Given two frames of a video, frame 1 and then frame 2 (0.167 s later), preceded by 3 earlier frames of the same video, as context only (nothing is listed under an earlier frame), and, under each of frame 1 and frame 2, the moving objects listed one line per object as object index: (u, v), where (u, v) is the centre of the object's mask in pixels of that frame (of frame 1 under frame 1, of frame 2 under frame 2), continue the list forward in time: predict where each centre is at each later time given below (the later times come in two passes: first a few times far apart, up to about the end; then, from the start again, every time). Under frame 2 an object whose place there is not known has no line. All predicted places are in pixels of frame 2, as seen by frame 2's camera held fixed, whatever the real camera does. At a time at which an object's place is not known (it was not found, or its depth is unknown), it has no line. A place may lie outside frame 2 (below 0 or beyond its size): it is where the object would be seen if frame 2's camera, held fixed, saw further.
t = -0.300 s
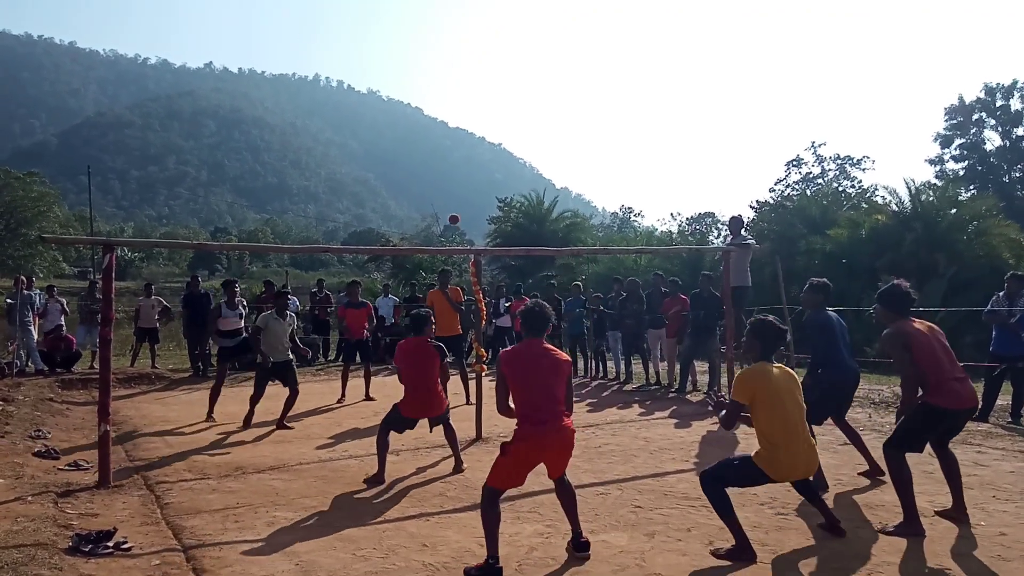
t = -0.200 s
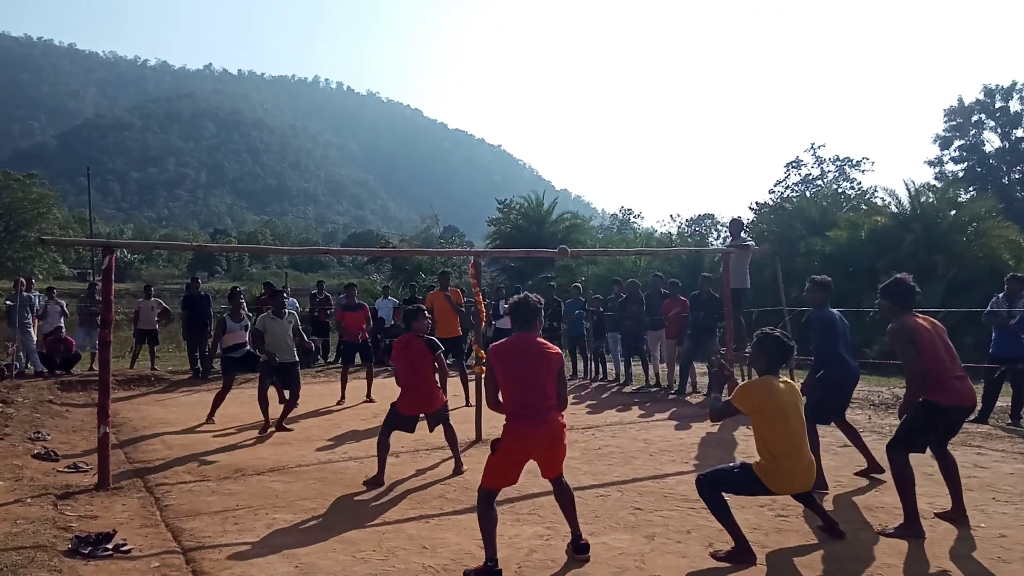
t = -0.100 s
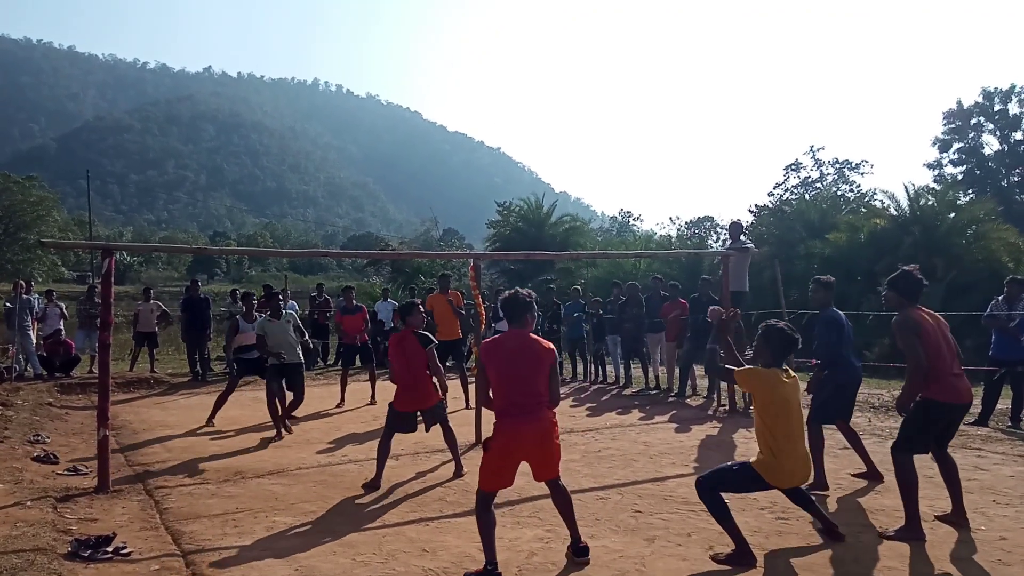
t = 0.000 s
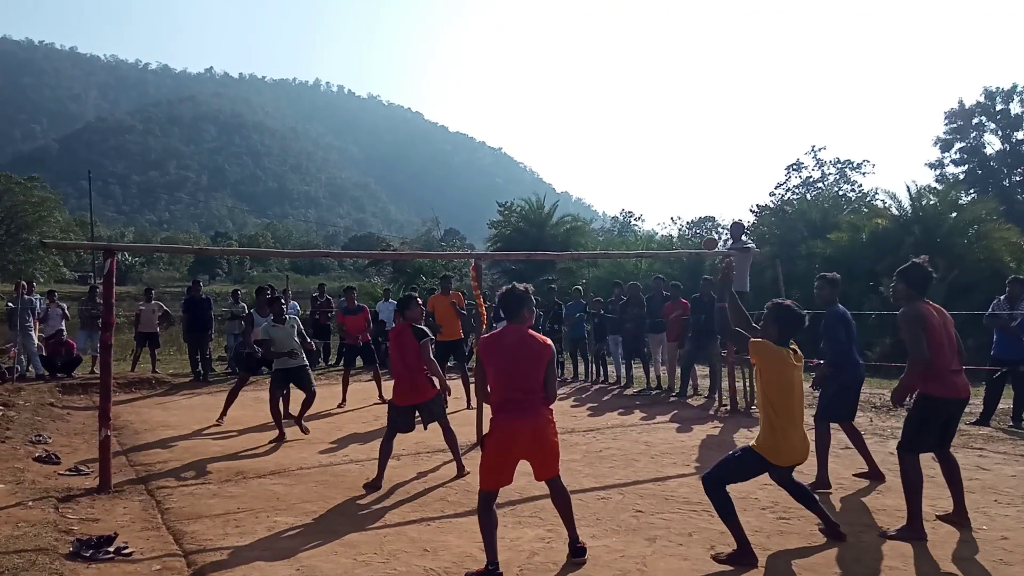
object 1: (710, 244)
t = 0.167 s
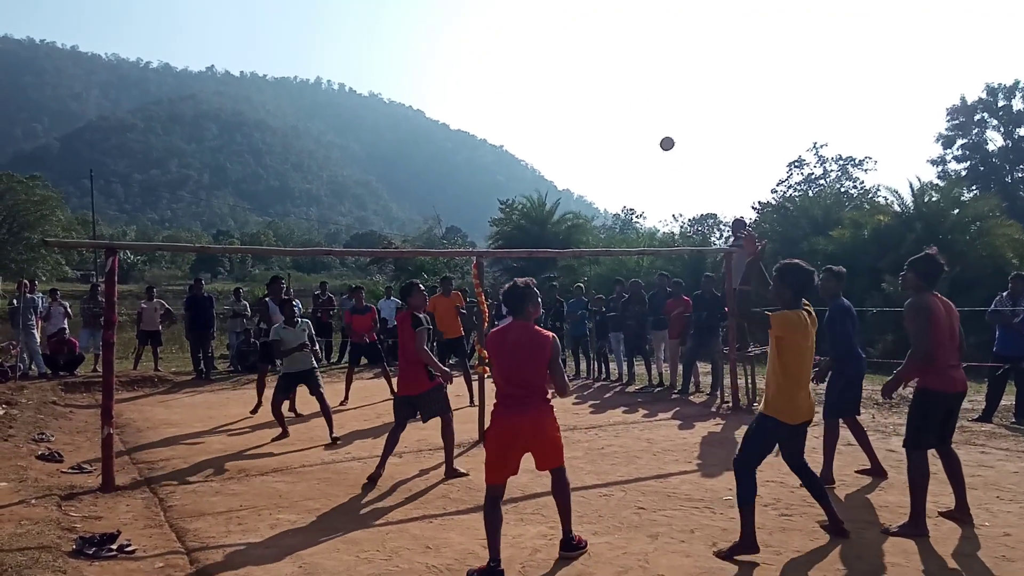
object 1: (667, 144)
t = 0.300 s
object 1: (633, 98)
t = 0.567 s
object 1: (570, 94)
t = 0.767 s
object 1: (528, 162)
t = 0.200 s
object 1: (659, 130)
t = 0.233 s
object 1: (650, 118)
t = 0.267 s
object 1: (641, 107)
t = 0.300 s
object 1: (633, 98)
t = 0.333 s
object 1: (625, 92)
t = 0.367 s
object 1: (617, 87)
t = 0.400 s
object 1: (609, 84)
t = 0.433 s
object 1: (601, 82)
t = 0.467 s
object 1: (593, 82)
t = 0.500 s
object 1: (585, 85)
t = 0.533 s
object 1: (578, 88)
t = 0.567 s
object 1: (570, 94)
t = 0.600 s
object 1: (563, 101)
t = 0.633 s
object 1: (556, 110)
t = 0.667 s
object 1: (549, 121)
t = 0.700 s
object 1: (542, 133)
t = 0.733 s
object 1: (535, 147)
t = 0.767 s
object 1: (528, 162)
